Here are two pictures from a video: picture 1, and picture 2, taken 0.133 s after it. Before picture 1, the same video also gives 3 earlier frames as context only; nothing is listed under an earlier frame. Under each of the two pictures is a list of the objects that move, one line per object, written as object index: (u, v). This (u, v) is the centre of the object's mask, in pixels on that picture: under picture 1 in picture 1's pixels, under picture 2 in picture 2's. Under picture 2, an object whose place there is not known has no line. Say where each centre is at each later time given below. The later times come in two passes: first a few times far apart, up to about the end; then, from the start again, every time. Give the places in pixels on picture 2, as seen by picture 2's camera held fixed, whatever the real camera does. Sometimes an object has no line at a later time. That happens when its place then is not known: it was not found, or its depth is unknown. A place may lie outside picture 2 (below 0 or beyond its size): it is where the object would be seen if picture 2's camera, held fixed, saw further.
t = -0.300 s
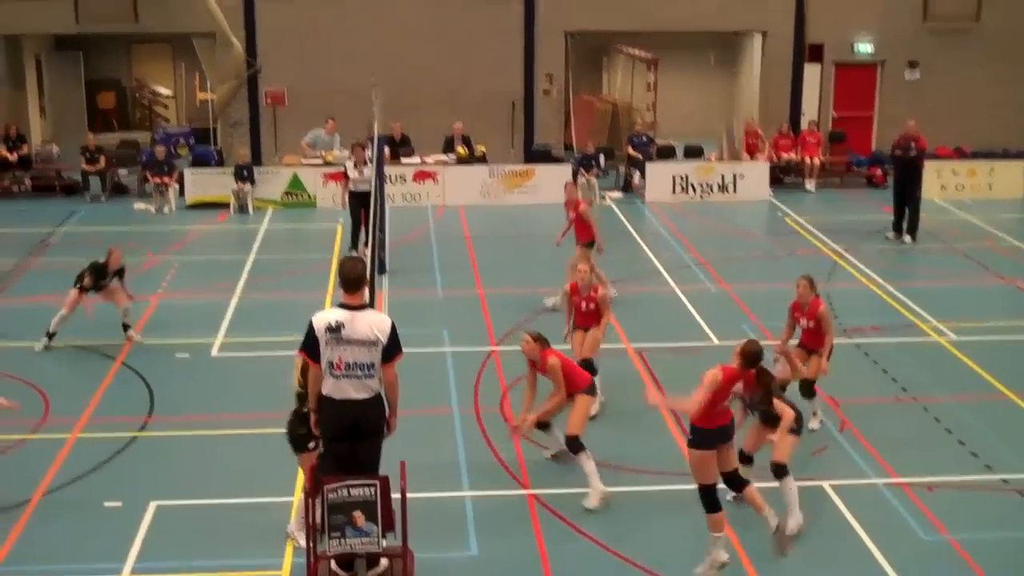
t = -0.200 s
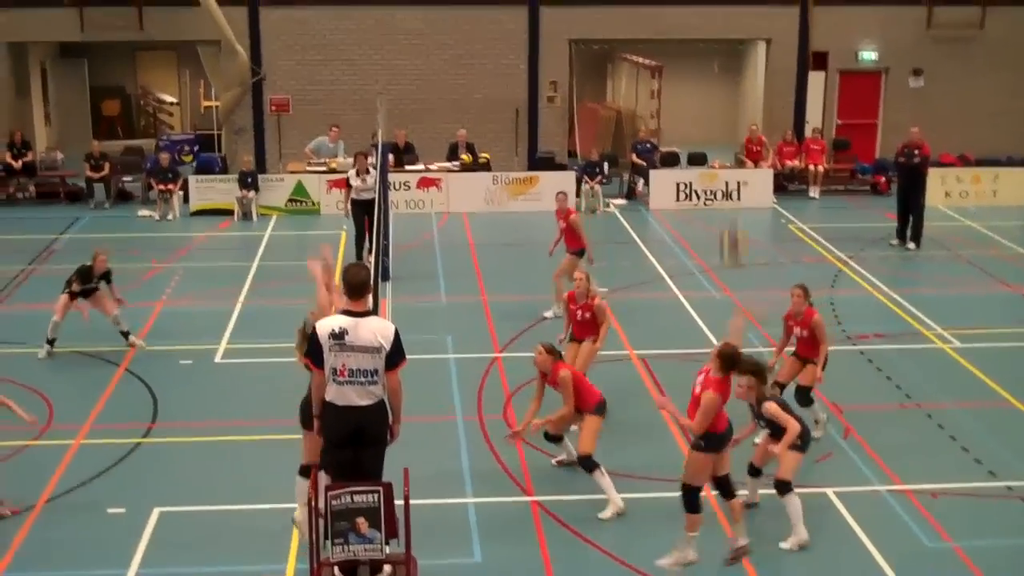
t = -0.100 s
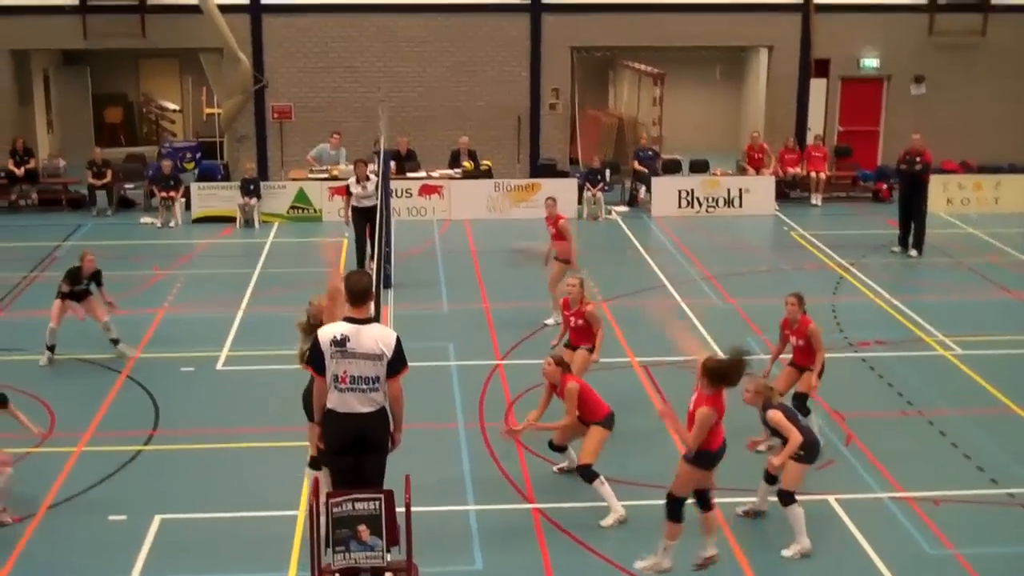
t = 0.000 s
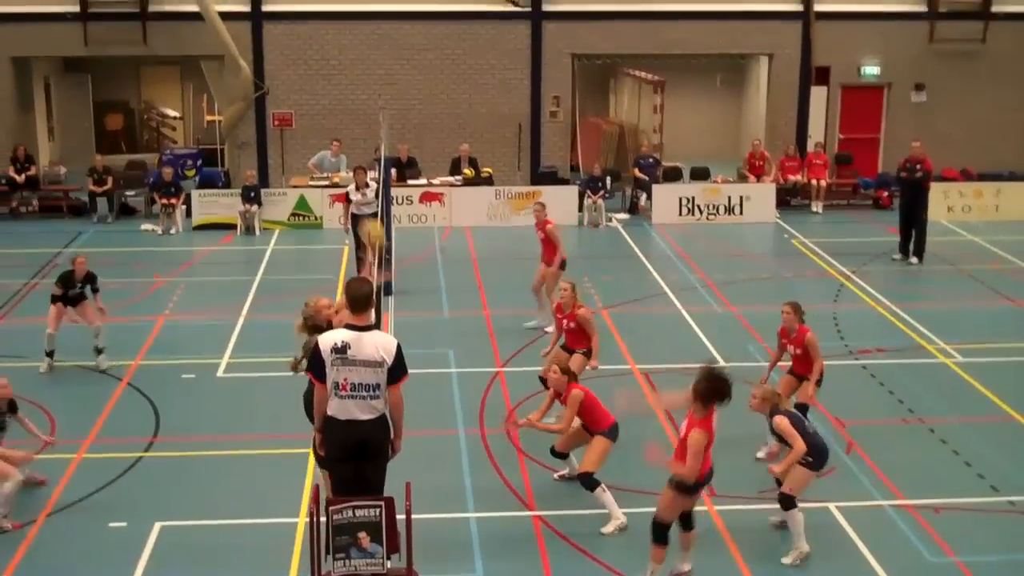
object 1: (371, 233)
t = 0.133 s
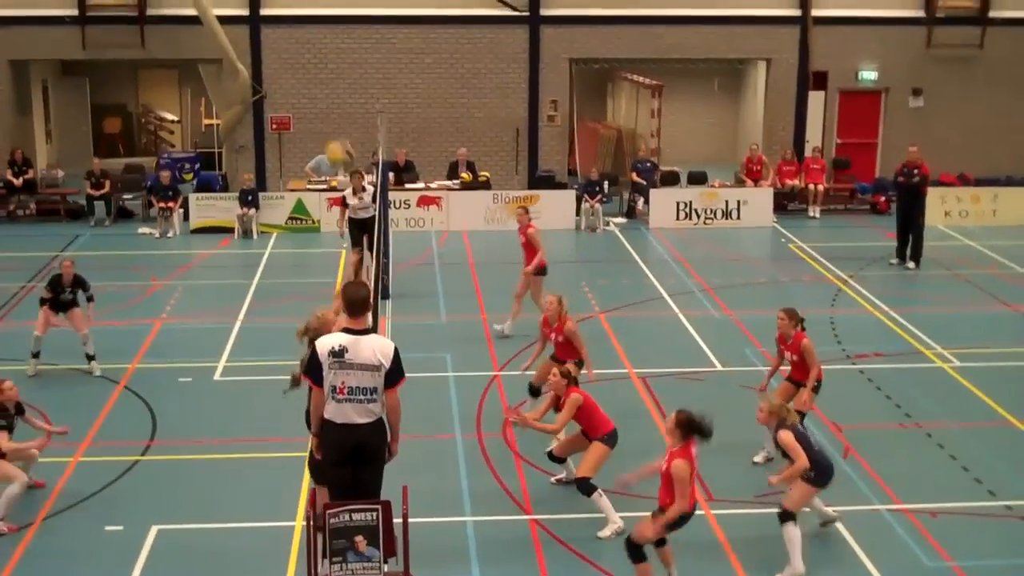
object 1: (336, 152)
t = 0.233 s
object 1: (319, 103)
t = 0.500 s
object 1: (263, 36)
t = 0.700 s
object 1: (224, 43)
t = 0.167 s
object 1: (331, 136)
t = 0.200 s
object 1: (327, 120)
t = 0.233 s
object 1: (319, 103)
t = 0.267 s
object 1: (311, 90)
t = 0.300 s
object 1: (304, 77)
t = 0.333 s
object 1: (297, 67)
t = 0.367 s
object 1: (290, 59)
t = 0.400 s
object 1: (285, 52)
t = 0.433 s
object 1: (276, 43)
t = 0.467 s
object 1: (269, 37)
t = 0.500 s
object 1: (263, 36)
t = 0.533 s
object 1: (255, 32)
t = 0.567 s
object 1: (248, 30)
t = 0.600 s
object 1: (242, 33)
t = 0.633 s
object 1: (238, 34)
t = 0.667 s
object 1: (229, 37)
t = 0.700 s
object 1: (224, 43)
